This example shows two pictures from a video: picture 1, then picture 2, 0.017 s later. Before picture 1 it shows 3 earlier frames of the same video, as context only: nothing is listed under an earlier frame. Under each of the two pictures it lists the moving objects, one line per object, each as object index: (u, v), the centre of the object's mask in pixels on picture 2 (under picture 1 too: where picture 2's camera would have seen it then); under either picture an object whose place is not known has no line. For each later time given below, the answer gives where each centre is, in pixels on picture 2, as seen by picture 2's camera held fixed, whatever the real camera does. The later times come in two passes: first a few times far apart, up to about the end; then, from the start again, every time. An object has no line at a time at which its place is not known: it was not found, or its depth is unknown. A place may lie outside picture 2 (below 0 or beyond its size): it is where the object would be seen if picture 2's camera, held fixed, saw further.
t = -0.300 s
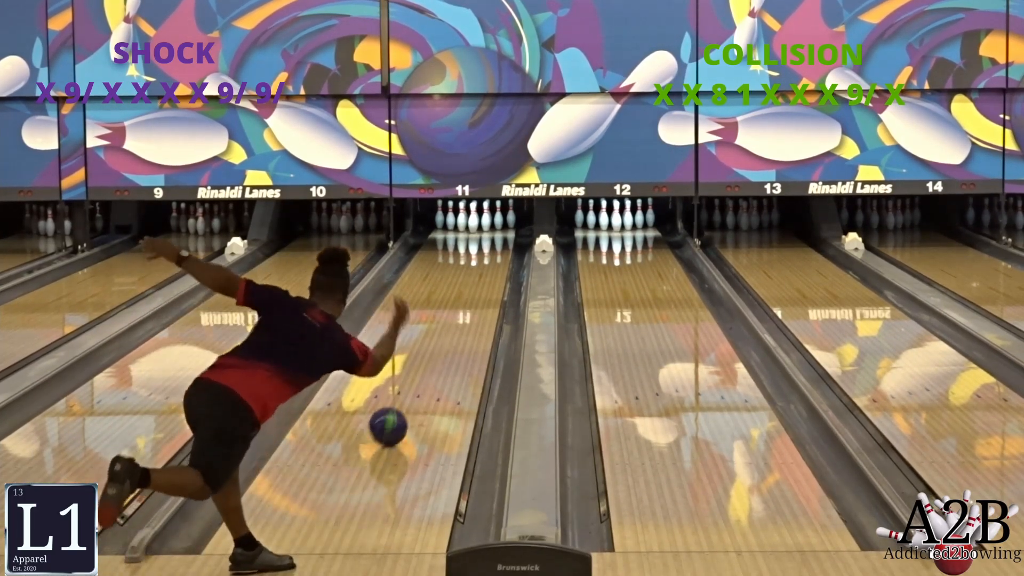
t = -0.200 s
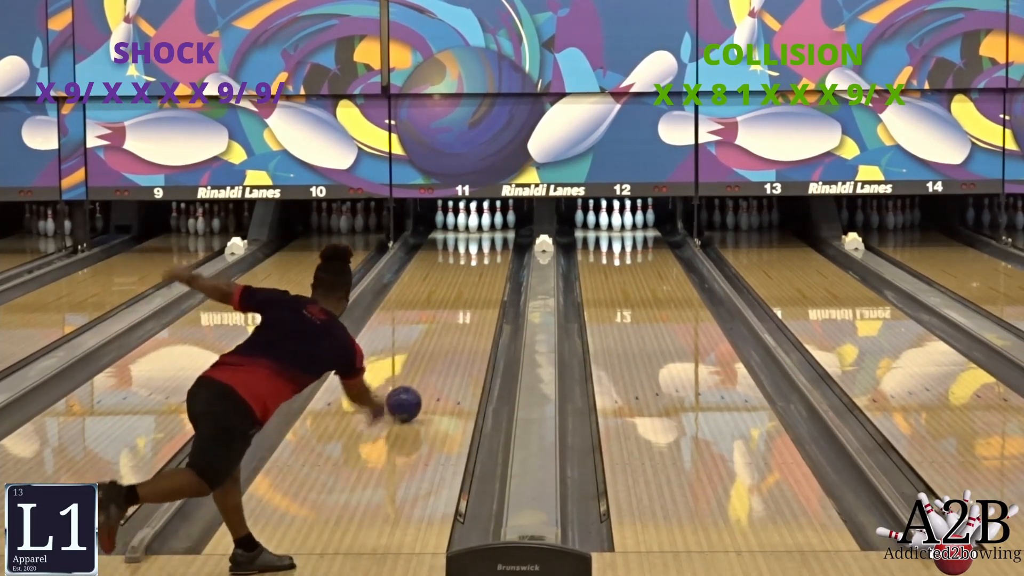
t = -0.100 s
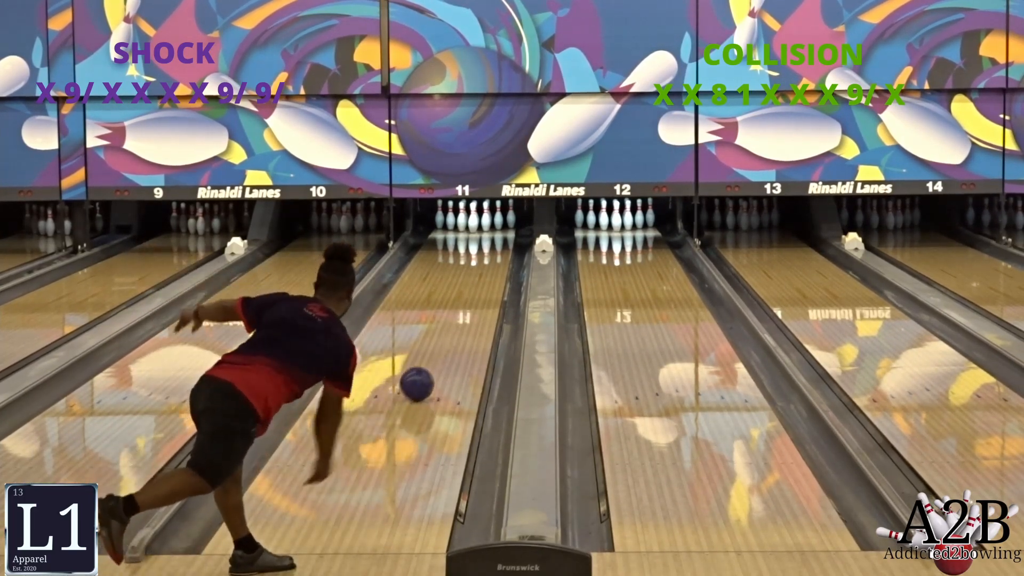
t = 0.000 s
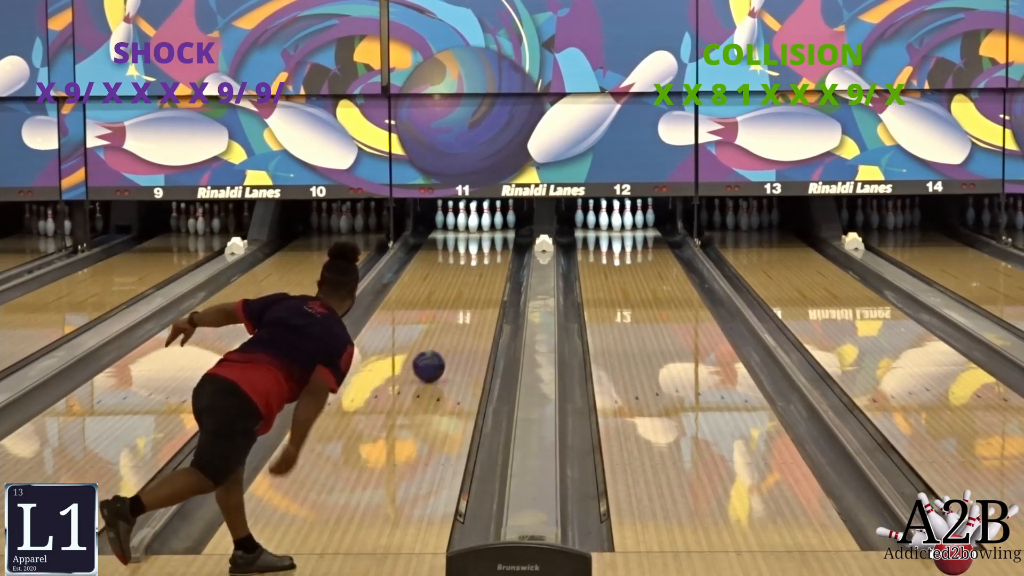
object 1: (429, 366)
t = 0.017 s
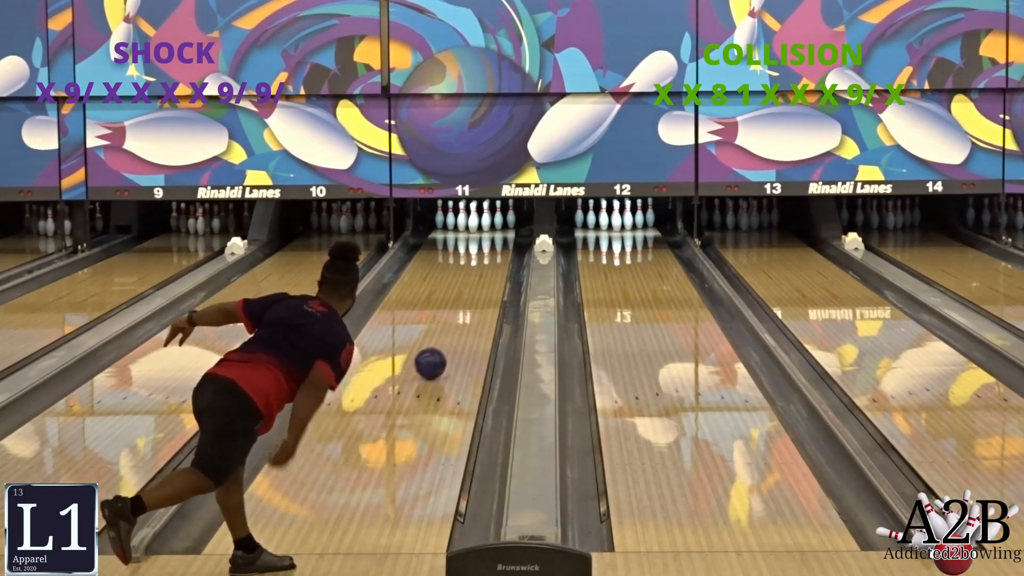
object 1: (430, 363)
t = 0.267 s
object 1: (453, 327)
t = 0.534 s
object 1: (472, 297)
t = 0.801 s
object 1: (485, 274)
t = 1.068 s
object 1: (493, 255)
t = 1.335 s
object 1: (493, 240)
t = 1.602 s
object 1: (483, 228)
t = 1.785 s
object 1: (482, 222)
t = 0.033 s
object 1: (432, 361)
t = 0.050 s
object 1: (434, 358)
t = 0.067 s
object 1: (436, 355)
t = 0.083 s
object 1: (437, 353)
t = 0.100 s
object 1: (439, 350)
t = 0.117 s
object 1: (440, 348)
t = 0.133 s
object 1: (442, 345)
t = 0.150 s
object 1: (444, 343)
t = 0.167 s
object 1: (445, 341)
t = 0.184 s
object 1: (447, 338)
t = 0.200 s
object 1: (448, 336)
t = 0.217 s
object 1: (449, 334)
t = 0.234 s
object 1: (451, 332)
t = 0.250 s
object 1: (452, 329)
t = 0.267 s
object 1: (453, 327)
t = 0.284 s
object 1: (455, 325)
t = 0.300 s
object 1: (456, 323)
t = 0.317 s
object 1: (457, 321)
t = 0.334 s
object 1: (459, 319)
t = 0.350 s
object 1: (460, 317)
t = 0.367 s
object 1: (461, 315)
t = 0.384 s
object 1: (462, 313)
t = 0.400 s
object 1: (463, 311)
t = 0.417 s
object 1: (465, 310)
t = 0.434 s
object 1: (466, 308)
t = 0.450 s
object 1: (467, 306)
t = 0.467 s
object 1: (468, 304)
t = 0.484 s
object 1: (469, 303)
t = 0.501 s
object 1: (470, 301)
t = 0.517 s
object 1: (471, 299)
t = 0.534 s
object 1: (472, 297)
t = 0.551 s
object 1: (473, 296)
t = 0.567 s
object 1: (474, 294)
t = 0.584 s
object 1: (475, 293)
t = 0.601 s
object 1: (476, 291)
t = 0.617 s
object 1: (477, 290)
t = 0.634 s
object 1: (478, 288)
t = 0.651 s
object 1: (478, 287)
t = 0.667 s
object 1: (479, 285)
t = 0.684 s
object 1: (480, 284)
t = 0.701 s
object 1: (481, 282)
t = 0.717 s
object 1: (482, 281)
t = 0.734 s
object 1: (483, 279)
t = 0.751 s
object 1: (483, 278)
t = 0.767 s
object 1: (484, 277)
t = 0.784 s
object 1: (485, 275)
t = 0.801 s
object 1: (485, 274)
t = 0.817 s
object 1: (486, 273)
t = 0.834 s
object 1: (487, 271)
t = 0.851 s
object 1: (487, 270)
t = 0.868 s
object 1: (488, 269)
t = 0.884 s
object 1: (489, 268)
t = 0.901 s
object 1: (489, 267)
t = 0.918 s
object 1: (490, 265)
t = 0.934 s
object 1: (490, 264)
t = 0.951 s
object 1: (491, 263)
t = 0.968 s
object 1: (491, 262)
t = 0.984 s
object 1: (492, 260)
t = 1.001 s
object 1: (492, 259)
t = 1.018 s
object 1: (493, 258)
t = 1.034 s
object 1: (493, 257)
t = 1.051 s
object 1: (493, 256)
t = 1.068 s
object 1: (493, 255)
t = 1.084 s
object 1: (494, 254)
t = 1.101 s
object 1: (494, 253)
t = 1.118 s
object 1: (494, 252)
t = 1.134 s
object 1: (494, 251)
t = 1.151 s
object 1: (494, 250)
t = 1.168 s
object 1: (494, 249)
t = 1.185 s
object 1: (494, 248)
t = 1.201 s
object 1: (494, 247)
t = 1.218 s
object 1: (494, 246)
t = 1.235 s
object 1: (494, 245)
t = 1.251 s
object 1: (494, 244)
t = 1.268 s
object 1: (494, 244)
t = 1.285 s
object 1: (494, 243)
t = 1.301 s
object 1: (493, 242)
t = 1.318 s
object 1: (493, 241)
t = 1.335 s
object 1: (493, 240)
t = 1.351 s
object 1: (492, 240)
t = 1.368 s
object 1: (492, 239)
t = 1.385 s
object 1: (492, 238)
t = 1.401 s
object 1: (491, 237)
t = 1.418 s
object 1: (490, 236)
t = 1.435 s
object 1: (490, 236)
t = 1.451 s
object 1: (489, 235)
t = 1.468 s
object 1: (489, 234)
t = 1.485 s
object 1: (488, 233)
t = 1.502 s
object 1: (487, 233)
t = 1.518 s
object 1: (487, 232)
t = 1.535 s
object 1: (486, 231)
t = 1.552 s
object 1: (485, 230)
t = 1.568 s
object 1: (484, 229)
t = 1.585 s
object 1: (484, 229)
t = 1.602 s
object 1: (483, 228)
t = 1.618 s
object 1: (482, 227)
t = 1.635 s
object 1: (481, 226)
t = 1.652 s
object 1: (481, 225)
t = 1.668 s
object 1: (481, 225)
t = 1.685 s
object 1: (482, 225)
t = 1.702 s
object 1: (482, 224)
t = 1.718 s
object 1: (481, 224)
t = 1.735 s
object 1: (482, 223)
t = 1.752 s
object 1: (482, 223)
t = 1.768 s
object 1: (482, 223)
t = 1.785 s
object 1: (482, 222)
